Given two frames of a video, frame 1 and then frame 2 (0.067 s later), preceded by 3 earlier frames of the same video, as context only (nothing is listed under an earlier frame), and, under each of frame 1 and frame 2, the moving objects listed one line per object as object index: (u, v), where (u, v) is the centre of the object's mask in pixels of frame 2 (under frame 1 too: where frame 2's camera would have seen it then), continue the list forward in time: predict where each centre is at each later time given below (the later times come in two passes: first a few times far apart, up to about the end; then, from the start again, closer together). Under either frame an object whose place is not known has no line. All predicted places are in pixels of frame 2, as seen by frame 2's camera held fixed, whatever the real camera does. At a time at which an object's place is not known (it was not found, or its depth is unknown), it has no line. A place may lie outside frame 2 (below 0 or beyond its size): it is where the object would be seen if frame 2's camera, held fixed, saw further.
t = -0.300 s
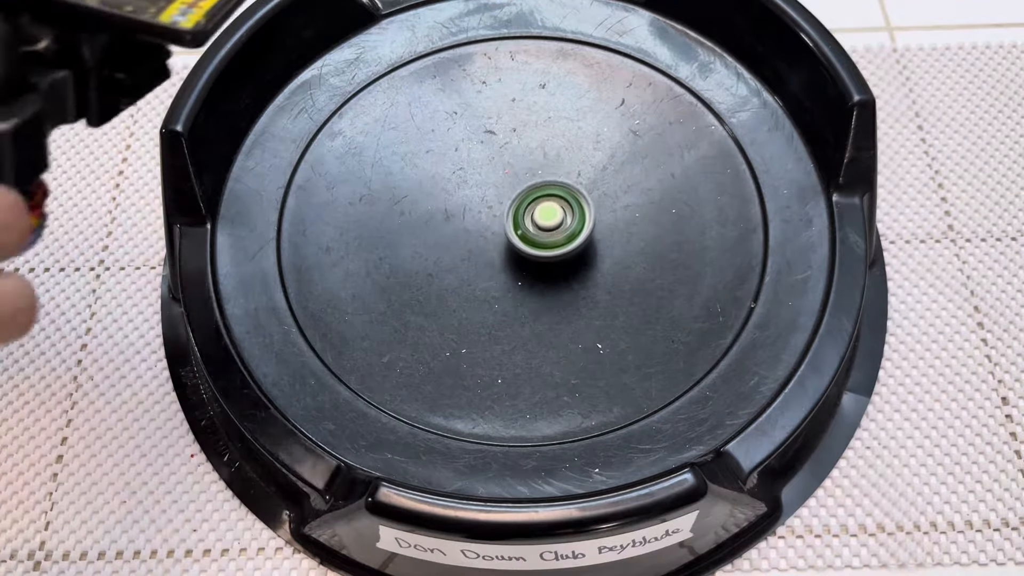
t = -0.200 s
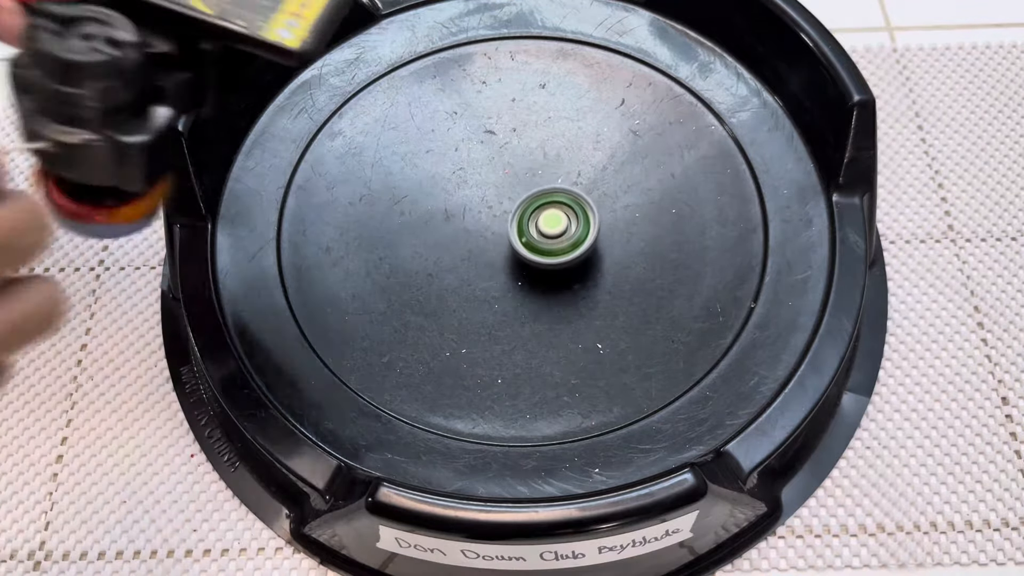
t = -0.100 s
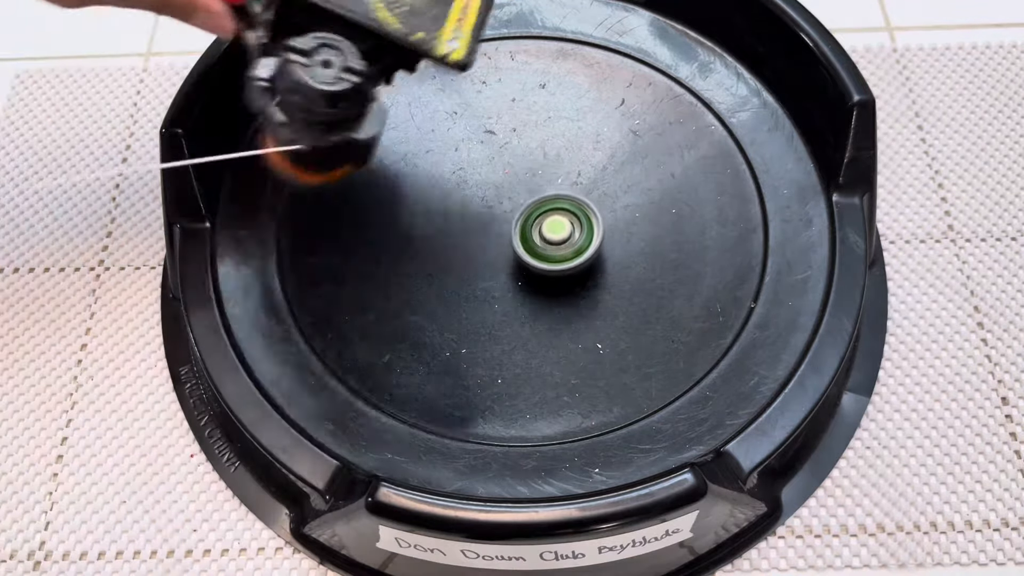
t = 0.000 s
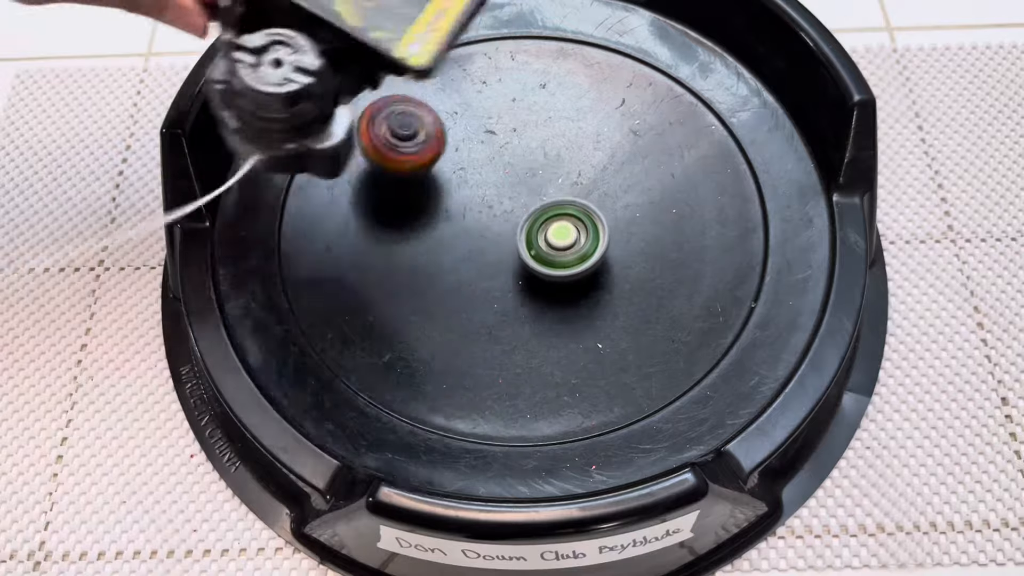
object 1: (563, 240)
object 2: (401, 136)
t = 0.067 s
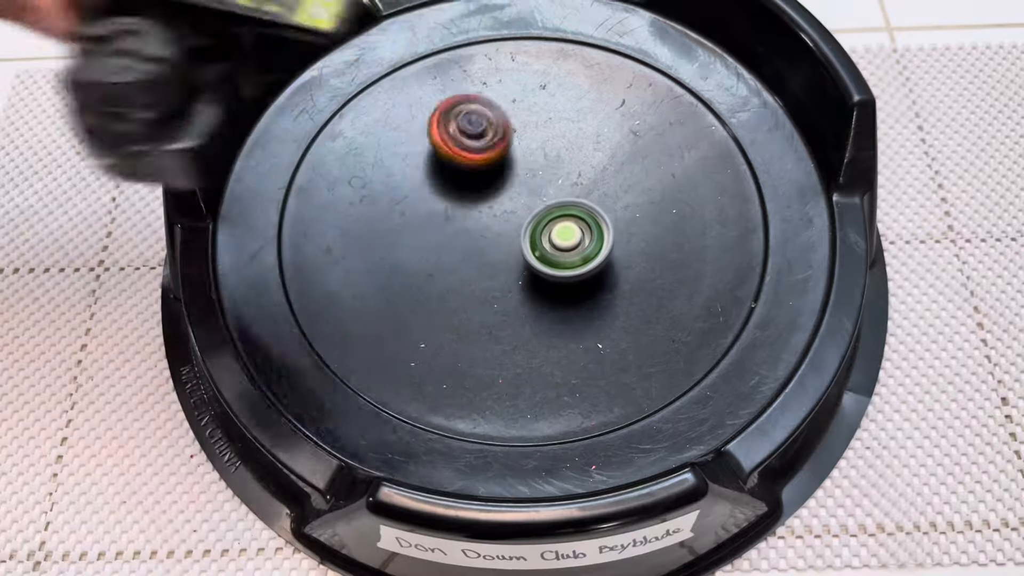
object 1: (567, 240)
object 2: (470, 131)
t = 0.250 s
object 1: (570, 243)
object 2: (600, 69)
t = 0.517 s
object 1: (552, 247)
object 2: (575, 40)
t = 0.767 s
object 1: (524, 258)
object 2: (386, 94)
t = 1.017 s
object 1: (611, 226)
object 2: (398, 425)
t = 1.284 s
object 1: (610, 136)
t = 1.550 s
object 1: (499, 131)
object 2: (496, 8)
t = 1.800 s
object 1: (439, 166)
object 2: (342, 165)
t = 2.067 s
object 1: (446, 233)
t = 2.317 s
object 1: (504, 255)
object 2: (705, 137)
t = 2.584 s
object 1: (531, 222)
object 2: (295, 137)
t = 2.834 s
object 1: (519, 199)
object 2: (480, 414)
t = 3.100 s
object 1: (503, 201)
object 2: (733, 105)
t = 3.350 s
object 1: (512, 218)
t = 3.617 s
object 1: (528, 215)
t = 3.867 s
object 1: (525, 204)
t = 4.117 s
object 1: (506, 204)
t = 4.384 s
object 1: (508, 225)
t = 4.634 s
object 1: (532, 222)
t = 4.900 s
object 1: (516, 209)
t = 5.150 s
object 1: (509, 226)
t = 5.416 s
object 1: (552, 222)
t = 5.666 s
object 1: (577, 162)
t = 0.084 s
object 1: (567, 240)
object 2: (485, 123)
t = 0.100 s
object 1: (567, 240)
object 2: (499, 120)
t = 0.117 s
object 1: (566, 241)
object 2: (513, 115)
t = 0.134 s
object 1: (566, 241)
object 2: (527, 110)
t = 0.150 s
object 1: (566, 241)
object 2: (540, 104)
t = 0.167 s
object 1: (566, 241)
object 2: (553, 99)
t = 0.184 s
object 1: (567, 242)
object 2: (564, 93)
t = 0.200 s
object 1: (567, 242)
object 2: (575, 87)
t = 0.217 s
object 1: (568, 242)
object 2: (584, 81)
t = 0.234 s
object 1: (569, 243)
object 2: (593, 76)
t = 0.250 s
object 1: (570, 243)
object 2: (600, 69)
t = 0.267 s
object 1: (570, 243)
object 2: (607, 65)
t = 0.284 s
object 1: (570, 243)
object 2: (612, 59)
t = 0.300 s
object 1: (570, 243)
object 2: (616, 54)
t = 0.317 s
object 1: (570, 243)
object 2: (619, 50)
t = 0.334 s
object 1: (570, 243)
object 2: (622, 45)
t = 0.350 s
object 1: (569, 244)
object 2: (623, 40)
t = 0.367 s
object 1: (568, 244)
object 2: (622, 38)
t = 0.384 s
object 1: (567, 244)
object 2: (619, 39)
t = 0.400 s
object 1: (565, 244)
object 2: (616, 40)
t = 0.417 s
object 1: (564, 244)
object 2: (612, 40)
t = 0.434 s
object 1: (562, 245)
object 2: (608, 40)
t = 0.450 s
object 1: (560, 245)
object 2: (602, 40)
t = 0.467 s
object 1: (558, 245)
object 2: (597, 41)
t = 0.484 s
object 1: (556, 246)
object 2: (590, 41)
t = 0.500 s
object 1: (553, 246)
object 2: (582, 40)
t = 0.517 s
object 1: (552, 247)
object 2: (575, 40)
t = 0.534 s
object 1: (550, 246)
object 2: (565, 40)
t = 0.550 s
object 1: (547, 247)
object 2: (556, 40)
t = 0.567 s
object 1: (545, 248)
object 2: (545, 39)
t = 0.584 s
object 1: (542, 248)
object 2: (535, 38)
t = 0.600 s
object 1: (540, 249)
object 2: (523, 37)
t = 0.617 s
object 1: (538, 250)
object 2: (510, 36)
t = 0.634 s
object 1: (536, 251)
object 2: (495, 35)
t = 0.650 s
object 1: (534, 251)
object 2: (480, 35)
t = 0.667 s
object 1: (532, 252)
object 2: (464, 36)
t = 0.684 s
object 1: (531, 253)
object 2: (449, 39)
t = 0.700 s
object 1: (529, 253)
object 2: (434, 47)
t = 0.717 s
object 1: (527, 254)
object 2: (420, 55)
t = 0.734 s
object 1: (526, 256)
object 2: (407, 66)
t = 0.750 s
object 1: (525, 257)
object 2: (397, 79)
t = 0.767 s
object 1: (524, 258)
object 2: (386, 94)
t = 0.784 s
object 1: (523, 259)
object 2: (379, 111)
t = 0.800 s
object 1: (522, 260)
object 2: (374, 130)
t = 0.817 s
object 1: (521, 261)
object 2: (371, 149)
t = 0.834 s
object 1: (520, 261)
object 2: (371, 171)
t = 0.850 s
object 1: (519, 262)
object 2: (374, 193)
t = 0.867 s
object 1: (519, 263)
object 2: (379, 214)
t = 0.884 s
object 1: (519, 264)
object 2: (388, 235)
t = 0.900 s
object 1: (519, 265)
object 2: (400, 258)
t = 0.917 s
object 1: (519, 265)
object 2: (414, 279)
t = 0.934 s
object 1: (519, 265)
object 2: (431, 299)
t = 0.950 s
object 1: (537, 259)
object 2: (425, 325)
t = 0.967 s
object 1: (558, 251)
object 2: (415, 354)
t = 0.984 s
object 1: (578, 242)
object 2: (406, 382)
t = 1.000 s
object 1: (596, 234)
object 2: (399, 408)
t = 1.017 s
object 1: (611, 226)
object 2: (398, 425)
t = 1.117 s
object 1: (657, 180)
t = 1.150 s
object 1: (655, 169)
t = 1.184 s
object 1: (646, 161)
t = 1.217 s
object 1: (635, 152)
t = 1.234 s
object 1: (629, 147)
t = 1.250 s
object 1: (623, 144)
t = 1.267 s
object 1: (616, 139)
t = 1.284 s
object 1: (610, 136)
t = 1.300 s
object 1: (603, 134)
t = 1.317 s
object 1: (595, 132)
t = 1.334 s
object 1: (588, 130)
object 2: (764, 199)
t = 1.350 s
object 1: (581, 129)
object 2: (767, 168)
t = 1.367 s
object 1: (574, 127)
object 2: (768, 140)
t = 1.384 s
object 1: (567, 127)
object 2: (766, 116)
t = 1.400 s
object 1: (559, 126)
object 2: (748, 99)
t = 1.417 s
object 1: (551, 125)
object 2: (728, 80)
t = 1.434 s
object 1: (544, 124)
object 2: (708, 62)
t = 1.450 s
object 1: (537, 124)
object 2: (687, 42)
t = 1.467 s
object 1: (529, 125)
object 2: (660, 30)
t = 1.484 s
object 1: (523, 124)
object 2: (631, 23)
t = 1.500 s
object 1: (517, 126)
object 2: (599, 17)
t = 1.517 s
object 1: (511, 127)
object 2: (564, 13)
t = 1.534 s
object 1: (505, 128)
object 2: (531, 10)
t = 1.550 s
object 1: (499, 131)
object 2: (496, 8)
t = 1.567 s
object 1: (494, 134)
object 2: (463, 4)
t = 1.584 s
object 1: (488, 136)
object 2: (429, 6)
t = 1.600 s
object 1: (484, 138)
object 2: (400, 9)
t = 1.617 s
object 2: (393, 8)
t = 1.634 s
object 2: (383, 9)
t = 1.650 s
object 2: (374, 14)
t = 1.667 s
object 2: (367, 18)
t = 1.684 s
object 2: (361, 26)
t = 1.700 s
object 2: (355, 41)
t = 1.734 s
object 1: (449, 155)
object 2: (346, 77)
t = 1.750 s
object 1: (446, 157)
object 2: (343, 95)
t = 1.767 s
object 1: (442, 161)
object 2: (341, 117)
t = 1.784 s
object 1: (440, 164)
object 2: (341, 141)
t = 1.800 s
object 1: (439, 166)
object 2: (342, 165)
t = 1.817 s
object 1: (438, 169)
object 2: (346, 189)
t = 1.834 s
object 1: (438, 172)
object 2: (352, 215)
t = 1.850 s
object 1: (437, 176)
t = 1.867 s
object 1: (437, 181)
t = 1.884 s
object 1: (437, 185)
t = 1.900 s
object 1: (436, 190)
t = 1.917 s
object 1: (436, 195)
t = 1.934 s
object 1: (436, 200)
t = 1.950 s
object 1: (437, 204)
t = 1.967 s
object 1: (437, 209)
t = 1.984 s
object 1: (438, 213)
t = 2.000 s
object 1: (439, 218)
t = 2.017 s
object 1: (441, 222)
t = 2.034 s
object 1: (442, 226)
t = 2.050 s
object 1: (443, 229)
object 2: (681, 399)
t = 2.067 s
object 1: (446, 233)
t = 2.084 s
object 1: (448, 237)
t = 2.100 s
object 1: (450, 240)
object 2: (737, 340)
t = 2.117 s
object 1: (452, 243)
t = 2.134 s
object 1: (455, 245)
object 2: (773, 292)
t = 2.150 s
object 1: (459, 247)
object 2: (788, 266)
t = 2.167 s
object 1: (463, 249)
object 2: (801, 238)
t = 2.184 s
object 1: (468, 250)
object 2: (813, 207)
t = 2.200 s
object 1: (470, 253)
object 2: (810, 185)
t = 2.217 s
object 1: (474, 254)
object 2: (797, 170)
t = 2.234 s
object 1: (480, 255)
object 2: (784, 155)
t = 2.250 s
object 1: (485, 256)
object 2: (770, 146)
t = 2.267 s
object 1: (491, 257)
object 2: (755, 139)
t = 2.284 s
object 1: (496, 256)
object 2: (739, 135)
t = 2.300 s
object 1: (500, 256)
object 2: (722, 137)
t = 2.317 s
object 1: (504, 255)
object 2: (705, 137)
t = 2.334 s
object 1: (508, 253)
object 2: (684, 123)
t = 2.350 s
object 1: (512, 251)
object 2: (661, 112)
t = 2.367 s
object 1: (515, 250)
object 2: (638, 104)
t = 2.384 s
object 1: (517, 248)
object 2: (615, 100)
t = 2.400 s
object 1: (519, 246)
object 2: (589, 94)
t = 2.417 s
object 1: (520, 244)
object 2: (562, 89)
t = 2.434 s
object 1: (523, 242)
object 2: (534, 86)
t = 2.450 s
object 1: (525, 239)
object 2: (506, 85)
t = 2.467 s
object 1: (527, 236)
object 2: (477, 86)
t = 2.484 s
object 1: (528, 234)
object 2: (450, 88)
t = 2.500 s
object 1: (529, 232)
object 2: (422, 93)
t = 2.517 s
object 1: (529, 230)
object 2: (394, 98)
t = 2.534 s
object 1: (530, 228)
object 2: (369, 105)
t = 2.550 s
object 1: (531, 226)
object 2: (343, 113)
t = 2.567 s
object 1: (531, 224)
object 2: (318, 124)
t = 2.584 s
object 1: (531, 222)
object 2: (295, 137)
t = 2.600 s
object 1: (531, 220)
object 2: (277, 150)
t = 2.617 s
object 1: (531, 219)
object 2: (257, 168)
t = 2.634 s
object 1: (532, 217)
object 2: (256, 191)
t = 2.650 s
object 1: (531, 215)
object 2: (260, 214)
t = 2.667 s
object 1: (530, 213)
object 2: (264, 240)
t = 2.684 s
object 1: (528, 211)
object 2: (271, 267)
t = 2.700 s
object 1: (527, 210)
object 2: (280, 297)
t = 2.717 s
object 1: (526, 208)
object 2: (292, 325)
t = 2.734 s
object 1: (525, 206)
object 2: (308, 355)
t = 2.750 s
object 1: (524, 205)
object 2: (328, 384)
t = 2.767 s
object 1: (523, 204)
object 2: (350, 409)
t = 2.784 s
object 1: (522, 201)
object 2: (381, 412)
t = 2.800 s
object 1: (521, 200)
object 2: (413, 412)
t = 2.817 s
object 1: (520, 200)
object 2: (447, 410)
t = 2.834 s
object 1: (519, 199)
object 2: (480, 414)
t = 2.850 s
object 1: (518, 199)
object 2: (514, 419)
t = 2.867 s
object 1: (517, 199)
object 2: (550, 413)
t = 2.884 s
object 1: (516, 198)
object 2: (586, 400)
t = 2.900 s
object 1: (516, 197)
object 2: (621, 388)
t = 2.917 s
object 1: (514, 196)
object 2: (657, 376)
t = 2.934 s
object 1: (513, 196)
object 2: (690, 356)
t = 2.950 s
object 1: (512, 196)
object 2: (717, 336)
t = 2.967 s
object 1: (511, 197)
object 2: (741, 307)
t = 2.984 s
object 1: (510, 197)
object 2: (758, 281)
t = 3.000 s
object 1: (509, 197)
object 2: (775, 251)
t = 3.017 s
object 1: (508, 198)
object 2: (786, 224)
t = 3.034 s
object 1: (507, 198)
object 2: (796, 193)
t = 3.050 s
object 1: (505, 199)
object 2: (788, 166)
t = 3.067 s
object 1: (504, 199)
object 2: (770, 142)
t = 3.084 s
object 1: (503, 200)
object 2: (751, 121)
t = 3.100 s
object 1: (503, 201)
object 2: (733, 105)
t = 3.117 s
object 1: (502, 202)
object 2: (715, 93)
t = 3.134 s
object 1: (501, 203)
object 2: (693, 73)
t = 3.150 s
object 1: (500, 204)
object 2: (669, 55)
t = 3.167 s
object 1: (498, 206)
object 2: (646, 42)
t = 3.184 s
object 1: (498, 208)
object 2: (622, 31)
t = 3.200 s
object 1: (498, 209)
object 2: (596, 22)
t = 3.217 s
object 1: (499, 210)
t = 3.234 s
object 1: (501, 211)
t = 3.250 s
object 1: (503, 213)
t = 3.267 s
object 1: (504, 214)
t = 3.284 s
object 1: (506, 215)
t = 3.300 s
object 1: (507, 216)
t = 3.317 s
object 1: (509, 216)
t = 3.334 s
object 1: (512, 218)
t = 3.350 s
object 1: (512, 218)
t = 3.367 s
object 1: (513, 219)
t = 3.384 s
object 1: (514, 219)
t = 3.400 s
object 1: (515, 219)
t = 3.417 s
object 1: (516, 219)
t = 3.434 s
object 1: (517, 220)
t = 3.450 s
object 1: (518, 220)
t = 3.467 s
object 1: (519, 220)
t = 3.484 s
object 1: (520, 221)
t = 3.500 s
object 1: (522, 221)
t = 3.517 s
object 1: (522, 220)
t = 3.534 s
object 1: (524, 220)
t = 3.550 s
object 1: (524, 219)
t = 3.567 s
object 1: (525, 218)
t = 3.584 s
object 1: (526, 217)
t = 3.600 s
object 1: (527, 216)
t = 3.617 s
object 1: (528, 215)
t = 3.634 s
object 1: (528, 214)
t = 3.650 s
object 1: (528, 213)
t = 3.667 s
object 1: (528, 212)
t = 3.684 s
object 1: (528, 212)
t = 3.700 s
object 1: (528, 211)
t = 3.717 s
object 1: (528, 210)
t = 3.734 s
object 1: (528, 209)
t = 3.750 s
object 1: (527, 209)
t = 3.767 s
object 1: (527, 208)
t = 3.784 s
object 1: (527, 207)
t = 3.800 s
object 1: (527, 206)
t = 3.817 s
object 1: (526, 206)
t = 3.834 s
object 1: (526, 205)
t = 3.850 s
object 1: (526, 204)
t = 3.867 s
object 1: (525, 204)
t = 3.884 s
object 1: (525, 203)
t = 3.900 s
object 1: (524, 202)
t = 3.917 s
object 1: (522, 201)
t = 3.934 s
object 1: (521, 201)
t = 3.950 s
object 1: (520, 200)
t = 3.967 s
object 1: (519, 200)
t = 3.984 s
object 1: (519, 200)
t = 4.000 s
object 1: (517, 199)
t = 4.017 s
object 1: (516, 200)
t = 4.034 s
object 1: (514, 200)
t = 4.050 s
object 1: (512, 200)
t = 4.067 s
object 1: (510, 201)
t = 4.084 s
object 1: (509, 201)
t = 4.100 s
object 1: (507, 203)
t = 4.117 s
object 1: (506, 204)
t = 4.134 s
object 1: (506, 205)
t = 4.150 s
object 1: (505, 205)
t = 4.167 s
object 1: (504, 207)
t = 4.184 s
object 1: (503, 208)
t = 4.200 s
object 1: (502, 210)
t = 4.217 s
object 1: (502, 212)
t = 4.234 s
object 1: (502, 213)
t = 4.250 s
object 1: (502, 214)
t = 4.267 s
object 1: (502, 216)
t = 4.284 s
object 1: (503, 217)
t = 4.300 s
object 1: (504, 219)
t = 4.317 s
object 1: (504, 220)
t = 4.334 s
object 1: (505, 222)
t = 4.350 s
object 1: (506, 223)
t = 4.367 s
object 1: (507, 224)
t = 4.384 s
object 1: (508, 225)
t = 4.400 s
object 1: (510, 226)
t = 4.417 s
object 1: (512, 227)
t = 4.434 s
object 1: (513, 228)
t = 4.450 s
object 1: (515, 229)
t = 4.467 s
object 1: (518, 229)
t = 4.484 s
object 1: (520, 229)
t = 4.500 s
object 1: (522, 230)
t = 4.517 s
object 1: (524, 228)
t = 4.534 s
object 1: (526, 228)
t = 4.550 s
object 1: (528, 227)
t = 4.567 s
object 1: (529, 226)
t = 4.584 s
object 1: (531, 225)
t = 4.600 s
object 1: (532, 224)
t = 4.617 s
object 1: (532, 223)
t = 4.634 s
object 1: (532, 222)
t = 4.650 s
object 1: (532, 221)
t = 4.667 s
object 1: (532, 219)
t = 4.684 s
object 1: (532, 217)
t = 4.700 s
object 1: (530, 217)
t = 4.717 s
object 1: (529, 216)
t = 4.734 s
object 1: (528, 215)
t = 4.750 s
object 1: (527, 215)
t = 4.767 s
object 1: (527, 214)
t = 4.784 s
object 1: (527, 213)
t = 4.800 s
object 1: (526, 211)
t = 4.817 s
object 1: (524, 210)
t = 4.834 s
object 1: (522, 210)
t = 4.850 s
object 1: (521, 209)
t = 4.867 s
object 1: (519, 209)
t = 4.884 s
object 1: (518, 209)
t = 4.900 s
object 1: (516, 209)
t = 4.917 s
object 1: (514, 209)
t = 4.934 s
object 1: (512, 210)
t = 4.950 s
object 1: (510, 211)
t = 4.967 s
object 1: (509, 212)
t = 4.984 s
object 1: (509, 213)
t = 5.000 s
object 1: (508, 214)
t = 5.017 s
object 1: (507, 216)
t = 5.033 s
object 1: (506, 217)
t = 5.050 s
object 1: (507, 218)
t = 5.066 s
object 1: (507, 220)
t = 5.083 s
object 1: (509, 221)
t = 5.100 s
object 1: (508, 222)
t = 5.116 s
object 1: (508, 223)
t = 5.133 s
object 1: (508, 224)
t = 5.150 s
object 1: (509, 226)
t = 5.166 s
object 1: (509, 227)
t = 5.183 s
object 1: (511, 229)
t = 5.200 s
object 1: (512, 230)
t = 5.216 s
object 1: (513, 231)
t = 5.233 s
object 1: (514, 232)
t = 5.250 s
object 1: (516, 232)
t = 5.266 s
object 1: (517, 233)
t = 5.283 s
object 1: (519, 233)
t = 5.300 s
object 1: (521, 233)
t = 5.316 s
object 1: (523, 232)
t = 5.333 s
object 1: (525, 231)
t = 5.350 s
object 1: (526, 230)
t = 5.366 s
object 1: (533, 228)
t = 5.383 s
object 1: (541, 227)
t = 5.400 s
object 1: (548, 224)
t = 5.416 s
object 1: (552, 222)
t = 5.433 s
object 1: (555, 220)
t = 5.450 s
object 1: (564, 213)
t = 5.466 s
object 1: (572, 206)
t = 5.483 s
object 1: (579, 200)
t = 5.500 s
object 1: (583, 194)
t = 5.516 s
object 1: (585, 190)
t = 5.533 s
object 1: (586, 186)
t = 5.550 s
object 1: (586, 181)
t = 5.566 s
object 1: (585, 177)
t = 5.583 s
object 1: (584, 173)
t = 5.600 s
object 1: (583, 170)
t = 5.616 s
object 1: (581, 167)
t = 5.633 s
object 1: (580, 165)
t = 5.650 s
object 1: (578, 163)
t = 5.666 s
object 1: (577, 162)
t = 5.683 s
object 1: (576, 160)
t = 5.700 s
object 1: (575, 159)
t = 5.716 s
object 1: (573, 157)
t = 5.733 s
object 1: (571, 156)
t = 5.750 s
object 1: (570, 154)
